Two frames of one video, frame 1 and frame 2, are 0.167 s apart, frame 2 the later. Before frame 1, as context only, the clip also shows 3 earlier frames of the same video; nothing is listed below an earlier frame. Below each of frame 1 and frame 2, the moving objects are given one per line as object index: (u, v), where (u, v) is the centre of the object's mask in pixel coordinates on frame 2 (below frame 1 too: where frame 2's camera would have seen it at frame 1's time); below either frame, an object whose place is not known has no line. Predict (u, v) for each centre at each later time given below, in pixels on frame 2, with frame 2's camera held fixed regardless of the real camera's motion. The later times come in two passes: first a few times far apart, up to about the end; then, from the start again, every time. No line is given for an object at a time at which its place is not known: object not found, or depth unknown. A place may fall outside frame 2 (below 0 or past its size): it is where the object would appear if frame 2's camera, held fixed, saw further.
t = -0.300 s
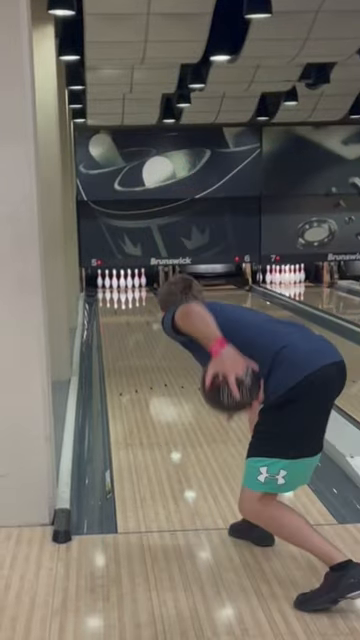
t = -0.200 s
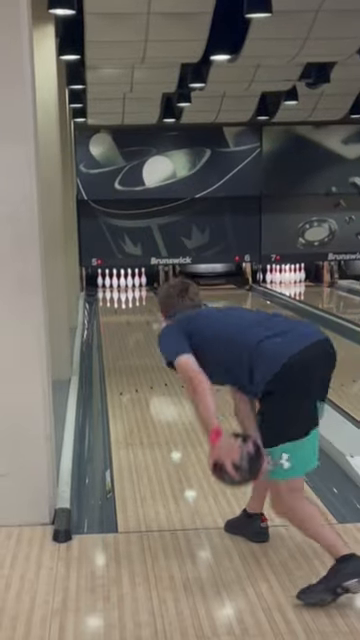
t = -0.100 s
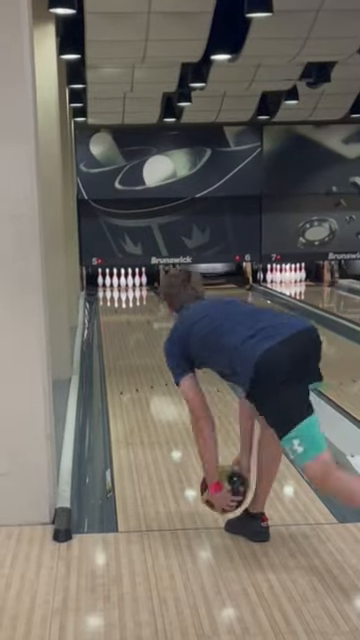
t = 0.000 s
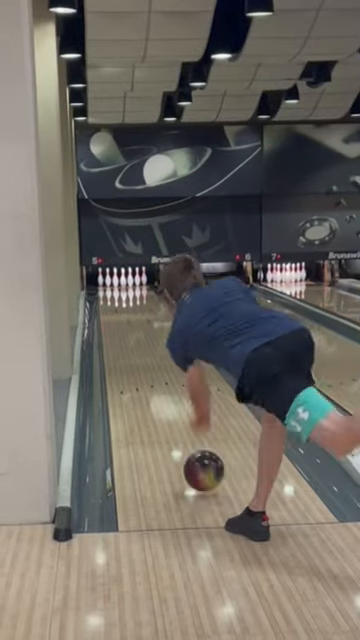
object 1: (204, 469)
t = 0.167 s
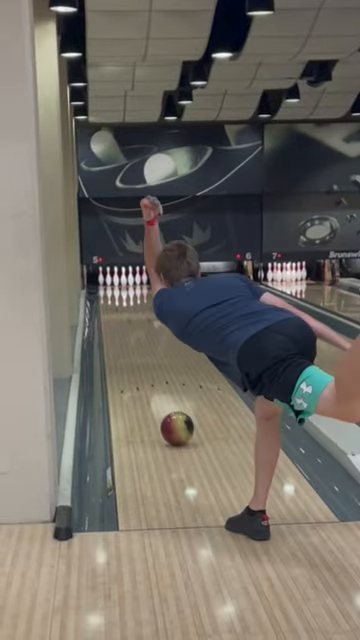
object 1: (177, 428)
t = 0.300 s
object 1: (162, 401)
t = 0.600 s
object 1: (139, 361)
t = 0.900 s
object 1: (125, 335)
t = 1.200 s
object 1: (115, 317)
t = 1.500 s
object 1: (111, 304)
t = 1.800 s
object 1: (112, 294)
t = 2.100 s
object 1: (117, 286)
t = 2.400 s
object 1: (121, 281)
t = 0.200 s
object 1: (173, 421)
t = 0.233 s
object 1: (169, 414)
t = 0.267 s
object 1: (165, 408)
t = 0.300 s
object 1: (162, 401)
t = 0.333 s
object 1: (159, 396)
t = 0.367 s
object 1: (155, 390)
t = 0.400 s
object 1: (153, 385)
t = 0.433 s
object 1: (150, 381)
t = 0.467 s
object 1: (147, 377)
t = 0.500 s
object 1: (145, 372)
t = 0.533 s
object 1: (143, 368)
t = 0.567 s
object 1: (141, 364)
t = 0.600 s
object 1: (139, 361)
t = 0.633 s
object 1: (137, 357)
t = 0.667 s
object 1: (135, 354)
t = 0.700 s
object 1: (133, 351)
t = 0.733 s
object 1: (132, 348)
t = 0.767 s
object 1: (130, 345)
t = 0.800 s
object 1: (129, 342)
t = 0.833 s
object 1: (127, 339)
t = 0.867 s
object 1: (126, 336)
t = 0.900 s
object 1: (125, 335)
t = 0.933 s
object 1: (123, 332)
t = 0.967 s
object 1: (122, 330)
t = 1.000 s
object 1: (121, 327)
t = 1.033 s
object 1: (120, 325)
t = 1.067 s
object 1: (119, 324)
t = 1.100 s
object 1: (118, 322)
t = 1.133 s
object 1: (117, 320)
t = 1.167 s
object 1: (117, 318)
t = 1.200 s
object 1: (115, 317)
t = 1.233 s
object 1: (115, 315)
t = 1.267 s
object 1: (114, 313)
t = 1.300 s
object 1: (113, 312)
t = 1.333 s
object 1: (113, 310)
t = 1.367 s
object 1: (112, 309)
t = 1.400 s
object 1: (112, 307)
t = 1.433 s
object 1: (111, 306)
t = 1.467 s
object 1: (111, 305)
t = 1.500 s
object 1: (111, 304)
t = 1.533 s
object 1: (111, 302)
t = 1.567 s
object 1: (111, 301)
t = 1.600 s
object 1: (111, 300)
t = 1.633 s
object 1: (111, 299)
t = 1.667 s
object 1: (111, 298)
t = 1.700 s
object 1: (111, 297)
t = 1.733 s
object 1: (111, 296)
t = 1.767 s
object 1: (112, 294)
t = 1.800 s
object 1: (112, 294)
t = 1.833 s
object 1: (113, 293)
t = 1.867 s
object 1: (113, 292)
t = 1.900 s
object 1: (114, 291)
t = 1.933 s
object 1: (115, 290)
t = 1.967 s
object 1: (115, 289)
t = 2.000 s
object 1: (115, 288)
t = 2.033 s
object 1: (116, 288)
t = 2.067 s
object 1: (116, 288)
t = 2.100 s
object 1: (117, 286)
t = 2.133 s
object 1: (118, 285)
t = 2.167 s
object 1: (118, 285)
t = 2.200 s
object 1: (119, 284)
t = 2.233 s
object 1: (120, 283)
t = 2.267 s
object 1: (120, 283)
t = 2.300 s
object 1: (120, 283)
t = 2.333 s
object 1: (119, 281)
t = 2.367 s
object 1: (118, 282)
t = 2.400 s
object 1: (121, 281)
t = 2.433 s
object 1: (120, 280)
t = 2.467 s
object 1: (120, 280)
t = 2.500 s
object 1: (119, 280)
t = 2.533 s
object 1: (118, 280)
